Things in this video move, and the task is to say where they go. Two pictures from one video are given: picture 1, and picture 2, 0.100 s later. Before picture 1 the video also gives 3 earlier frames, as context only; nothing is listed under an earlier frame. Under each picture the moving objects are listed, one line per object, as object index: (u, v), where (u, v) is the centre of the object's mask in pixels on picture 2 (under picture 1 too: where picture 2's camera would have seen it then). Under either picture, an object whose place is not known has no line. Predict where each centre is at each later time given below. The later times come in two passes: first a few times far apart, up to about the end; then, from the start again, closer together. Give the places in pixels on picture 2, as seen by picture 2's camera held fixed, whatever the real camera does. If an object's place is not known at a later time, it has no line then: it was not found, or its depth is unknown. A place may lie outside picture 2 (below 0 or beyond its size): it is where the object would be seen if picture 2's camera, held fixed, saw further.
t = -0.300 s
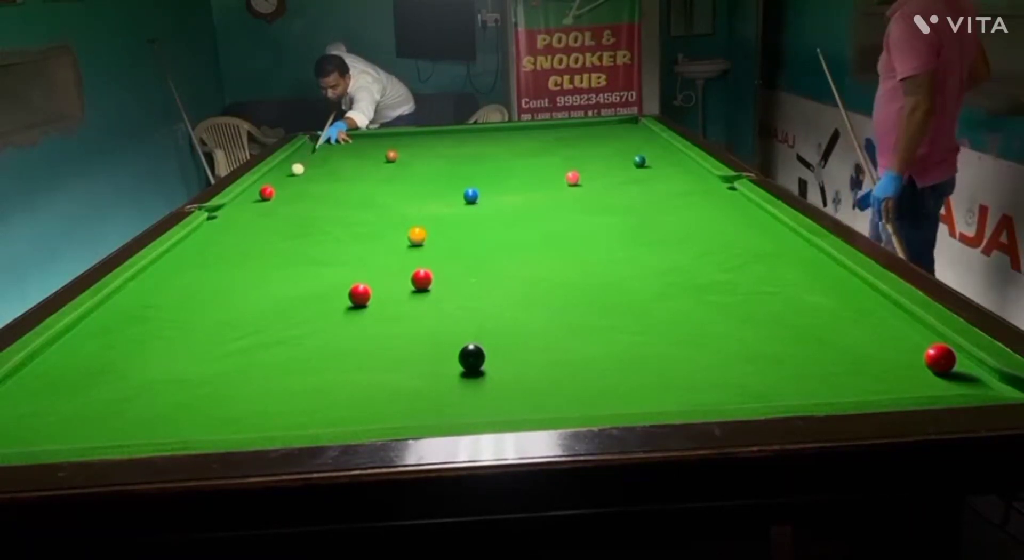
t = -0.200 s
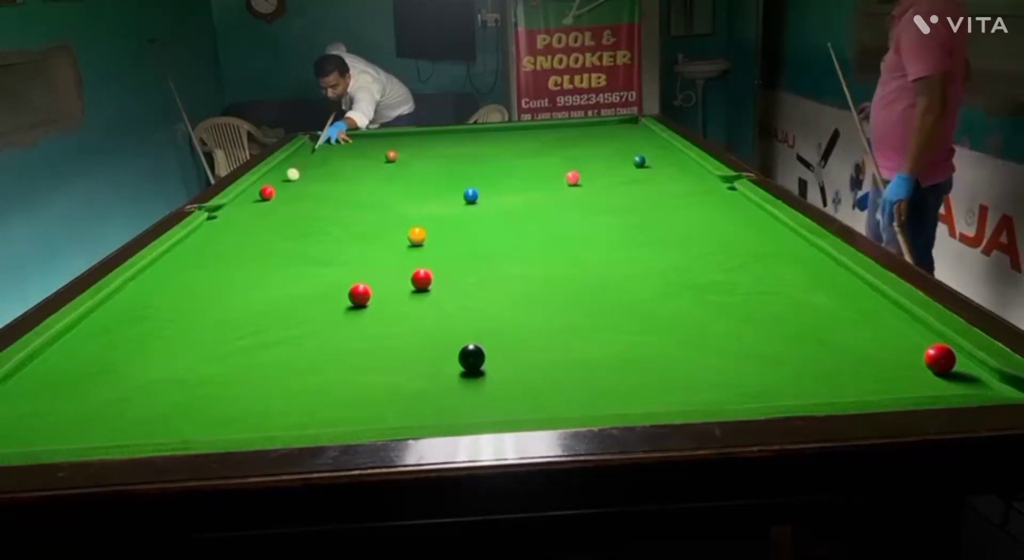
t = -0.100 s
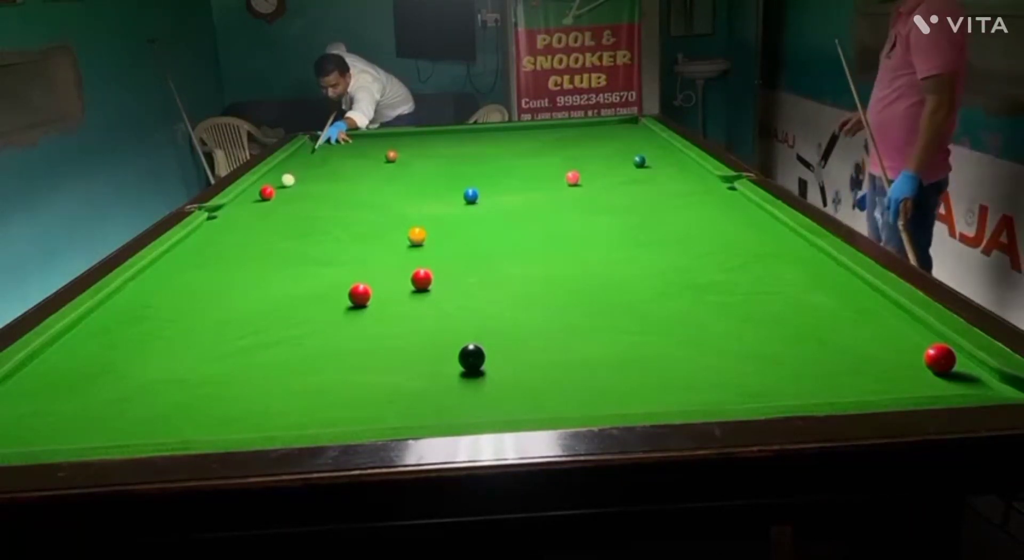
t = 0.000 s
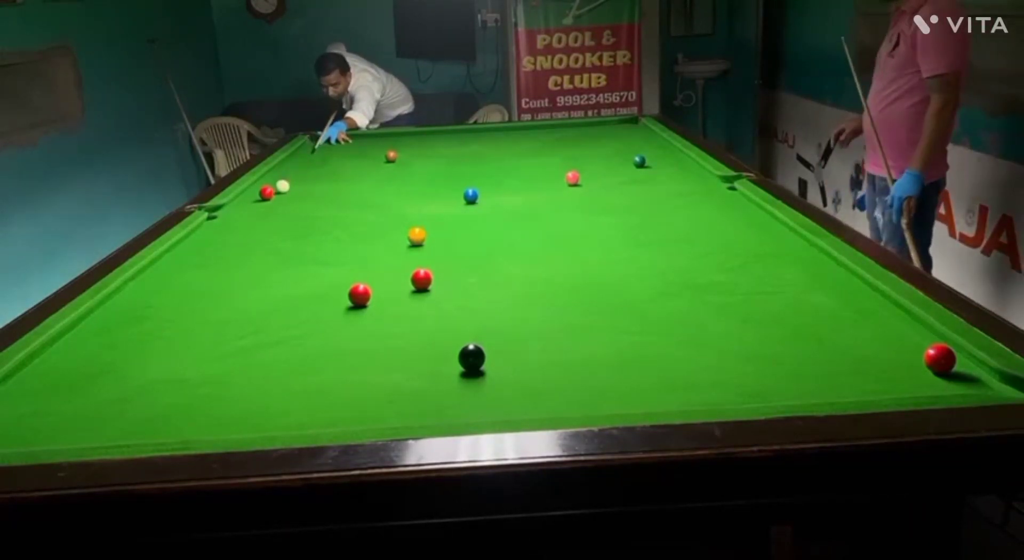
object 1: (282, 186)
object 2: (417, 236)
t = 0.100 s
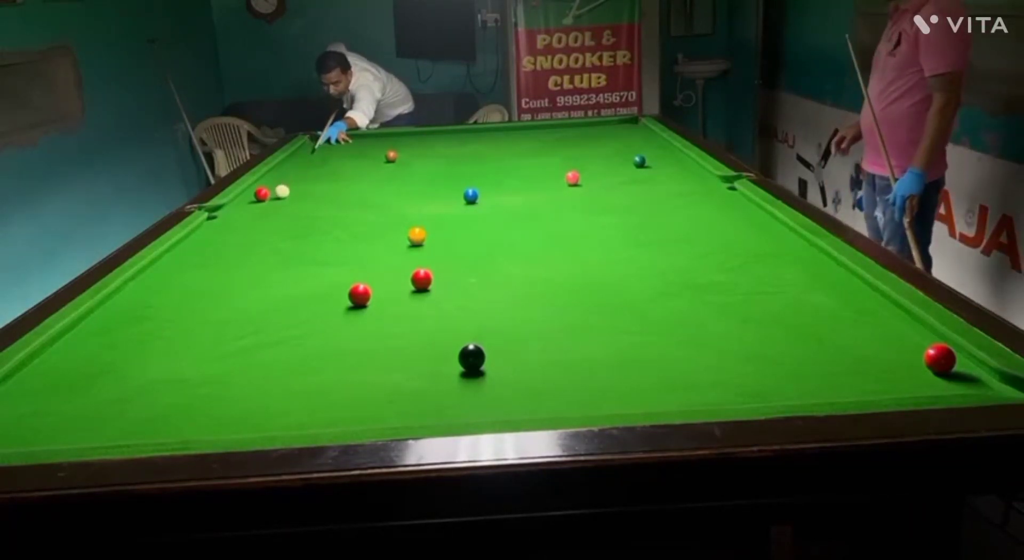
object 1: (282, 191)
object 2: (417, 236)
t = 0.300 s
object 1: (302, 198)
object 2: (417, 236)
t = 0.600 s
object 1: (330, 209)
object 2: (417, 236)
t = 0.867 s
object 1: (356, 219)
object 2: (417, 236)
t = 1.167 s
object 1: (387, 231)
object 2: (417, 236)
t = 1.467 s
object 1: (397, 241)
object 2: (437, 237)
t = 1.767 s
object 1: (392, 250)
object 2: (467, 240)
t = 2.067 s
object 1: (389, 259)
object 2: (493, 242)
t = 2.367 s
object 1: (386, 266)
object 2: (515, 243)
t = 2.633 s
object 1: (385, 271)
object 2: (532, 245)
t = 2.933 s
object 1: (384, 276)
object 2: (547, 246)
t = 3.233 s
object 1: (383, 280)
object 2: (558, 247)
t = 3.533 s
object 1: (381, 282)
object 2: (565, 248)
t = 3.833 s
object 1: (381, 282)
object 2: (567, 247)
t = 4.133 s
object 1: (381, 282)
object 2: (567, 247)
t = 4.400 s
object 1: (381, 282)
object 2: (567, 247)
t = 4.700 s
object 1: (381, 282)
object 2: (567, 247)
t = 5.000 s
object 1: (381, 282)
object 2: (567, 247)
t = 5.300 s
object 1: (381, 282)
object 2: (567, 247)
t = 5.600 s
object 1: (381, 282)
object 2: (567, 247)
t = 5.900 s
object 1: (381, 282)
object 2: (567, 247)
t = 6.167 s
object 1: (381, 282)
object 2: (567, 247)
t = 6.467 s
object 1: (381, 282)
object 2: (567, 247)
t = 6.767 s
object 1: (381, 282)
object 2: (567, 247)
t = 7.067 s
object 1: (381, 282)
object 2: (567, 247)
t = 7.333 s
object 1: (381, 282)
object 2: (567, 247)
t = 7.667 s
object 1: (381, 282)
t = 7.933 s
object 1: (381, 282)
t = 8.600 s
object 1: (380, 282)
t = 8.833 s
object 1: (380, 283)
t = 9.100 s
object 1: (380, 283)
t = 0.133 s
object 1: (287, 193)
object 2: (417, 236)
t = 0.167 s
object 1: (290, 194)
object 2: (417, 236)
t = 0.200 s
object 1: (293, 195)
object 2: (417, 236)
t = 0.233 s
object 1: (296, 196)
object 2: (417, 236)
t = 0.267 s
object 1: (299, 197)
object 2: (417, 236)
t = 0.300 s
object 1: (302, 198)
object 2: (417, 236)
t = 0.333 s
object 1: (305, 199)
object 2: (417, 236)
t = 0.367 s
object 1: (308, 201)
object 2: (417, 236)
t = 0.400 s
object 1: (311, 202)
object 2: (417, 236)
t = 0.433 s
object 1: (314, 203)
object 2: (417, 236)
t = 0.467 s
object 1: (317, 204)
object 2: (417, 236)
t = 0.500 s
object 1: (320, 205)
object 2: (417, 236)
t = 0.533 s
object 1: (324, 206)
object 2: (417, 236)
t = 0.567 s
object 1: (327, 208)
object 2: (417, 236)
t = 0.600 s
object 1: (330, 209)
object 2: (417, 236)
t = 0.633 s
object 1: (333, 210)
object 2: (417, 236)
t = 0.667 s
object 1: (336, 211)
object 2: (417, 236)
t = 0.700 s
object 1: (339, 213)
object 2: (417, 236)
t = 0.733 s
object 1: (343, 214)
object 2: (417, 236)
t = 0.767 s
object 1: (346, 215)
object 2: (417, 236)
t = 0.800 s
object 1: (349, 216)
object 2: (417, 236)
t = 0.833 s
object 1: (353, 218)
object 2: (417, 236)
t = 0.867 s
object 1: (356, 219)
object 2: (417, 236)
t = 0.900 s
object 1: (359, 220)
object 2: (417, 236)
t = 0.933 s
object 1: (363, 221)
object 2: (417, 236)
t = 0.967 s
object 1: (366, 223)
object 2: (417, 236)
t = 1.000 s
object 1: (370, 224)
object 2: (417, 236)
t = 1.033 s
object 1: (373, 225)
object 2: (417, 236)
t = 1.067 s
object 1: (376, 226)
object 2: (417, 236)
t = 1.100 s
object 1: (380, 228)
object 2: (417, 236)
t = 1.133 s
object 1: (384, 229)
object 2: (417, 236)
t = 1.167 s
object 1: (387, 231)
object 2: (417, 236)
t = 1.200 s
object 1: (391, 232)
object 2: (417, 236)
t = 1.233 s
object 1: (395, 233)
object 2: (417, 236)
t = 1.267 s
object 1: (398, 235)
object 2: (417, 236)
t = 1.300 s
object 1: (400, 236)
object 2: (419, 236)
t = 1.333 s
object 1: (399, 237)
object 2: (423, 236)
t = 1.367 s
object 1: (398, 237)
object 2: (427, 237)
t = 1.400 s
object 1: (398, 239)
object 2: (430, 237)
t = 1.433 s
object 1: (397, 240)
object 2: (434, 237)
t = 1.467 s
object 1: (397, 241)
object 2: (437, 237)
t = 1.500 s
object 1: (396, 242)
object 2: (441, 238)
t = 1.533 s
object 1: (396, 243)
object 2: (444, 238)
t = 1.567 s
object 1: (395, 244)
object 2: (447, 238)
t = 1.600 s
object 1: (395, 245)
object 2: (451, 239)
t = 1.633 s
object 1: (394, 246)
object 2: (454, 239)
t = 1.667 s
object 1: (394, 247)
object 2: (457, 239)
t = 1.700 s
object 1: (393, 248)
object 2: (460, 239)
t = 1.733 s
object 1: (393, 249)
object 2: (464, 240)
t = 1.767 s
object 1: (392, 250)
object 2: (467, 240)
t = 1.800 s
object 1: (392, 251)
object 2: (470, 240)
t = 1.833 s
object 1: (392, 252)
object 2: (473, 241)
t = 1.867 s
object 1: (391, 253)
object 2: (476, 241)
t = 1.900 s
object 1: (391, 254)
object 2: (479, 241)
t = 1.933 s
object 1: (390, 255)
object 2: (482, 241)
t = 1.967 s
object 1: (390, 256)
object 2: (484, 241)
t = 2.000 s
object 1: (390, 257)
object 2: (487, 241)
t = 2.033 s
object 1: (389, 257)
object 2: (490, 242)
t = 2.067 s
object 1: (389, 259)
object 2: (493, 242)
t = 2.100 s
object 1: (388, 259)
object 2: (494, 242)
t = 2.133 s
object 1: (388, 260)
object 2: (497, 242)
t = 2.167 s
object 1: (388, 261)
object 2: (500, 242)
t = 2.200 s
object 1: (388, 262)
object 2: (502, 242)
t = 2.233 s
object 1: (387, 263)
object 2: (505, 242)
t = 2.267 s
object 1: (387, 264)
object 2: (507, 243)
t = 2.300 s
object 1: (387, 264)
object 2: (510, 243)
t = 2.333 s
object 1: (387, 265)
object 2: (512, 243)
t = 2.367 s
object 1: (386, 266)
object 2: (515, 243)
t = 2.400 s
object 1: (386, 267)
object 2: (517, 243)
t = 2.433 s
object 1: (386, 267)
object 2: (519, 244)
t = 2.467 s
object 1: (386, 268)
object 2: (521, 244)
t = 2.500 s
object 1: (386, 269)
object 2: (524, 244)
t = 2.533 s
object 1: (386, 269)
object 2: (526, 244)
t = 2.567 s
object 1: (386, 270)
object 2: (528, 244)
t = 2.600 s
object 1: (385, 270)
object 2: (530, 244)
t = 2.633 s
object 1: (385, 271)
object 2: (532, 245)
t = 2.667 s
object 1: (385, 272)
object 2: (534, 245)
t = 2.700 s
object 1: (385, 272)
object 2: (536, 245)
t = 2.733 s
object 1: (385, 273)
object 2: (537, 245)
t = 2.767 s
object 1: (385, 274)
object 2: (539, 245)
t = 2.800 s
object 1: (385, 274)
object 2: (541, 245)
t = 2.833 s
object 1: (385, 275)
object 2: (543, 246)
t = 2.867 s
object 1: (384, 275)
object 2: (544, 246)
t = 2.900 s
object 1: (384, 276)
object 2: (546, 246)
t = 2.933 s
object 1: (384, 276)
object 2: (547, 246)
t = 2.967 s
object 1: (384, 277)
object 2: (549, 246)
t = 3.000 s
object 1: (384, 277)
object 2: (550, 246)
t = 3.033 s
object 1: (384, 278)
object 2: (551, 246)
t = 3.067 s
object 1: (384, 278)
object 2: (553, 246)
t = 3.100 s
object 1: (383, 279)
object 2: (554, 247)
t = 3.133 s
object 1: (383, 279)
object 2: (555, 247)
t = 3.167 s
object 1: (383, 279)
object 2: (556, 247)
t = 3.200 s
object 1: (383, 280)
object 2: (557, 247)
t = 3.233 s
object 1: (383, 280)
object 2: (558, 247)
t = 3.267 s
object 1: (383, 280)
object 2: (559, 247)
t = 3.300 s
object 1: (382, 280)
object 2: (560, 247)
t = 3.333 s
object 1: (382, 281)
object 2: (561, 247)
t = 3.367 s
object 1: (382, 281)
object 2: (562, 247)
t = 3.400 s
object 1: (382, 281)
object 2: (563, 247)
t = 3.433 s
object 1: (382, 281)
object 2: (563, 247)
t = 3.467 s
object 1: (382, 281)
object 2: (564, 248)
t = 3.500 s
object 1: (382, 282)
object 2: (565, 248)
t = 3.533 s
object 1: (381, 282)
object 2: (565, 248)
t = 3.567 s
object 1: (381, 282)
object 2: (566, 248)
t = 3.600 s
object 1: (381, 282)
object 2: (566, 247)
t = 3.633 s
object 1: (381, 282)
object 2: (567, 247)
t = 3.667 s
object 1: (381, 282)
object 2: (567, 247)
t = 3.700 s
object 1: (381, 282)
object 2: (567, 248)
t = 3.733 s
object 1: (381, 282)
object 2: (567, 247)
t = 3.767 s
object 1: (381, 282)
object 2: (567, 247)
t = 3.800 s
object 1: (381, 282)
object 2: (567, 247)
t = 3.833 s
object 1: (381, 282)
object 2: (567, 247)
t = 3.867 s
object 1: (381, 282)
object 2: (567, 247)
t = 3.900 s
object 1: (381, 282)
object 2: (567, 247)
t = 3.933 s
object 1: (381, 282)
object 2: (567, 247)
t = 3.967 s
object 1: (381, 282)
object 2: (567, 247)
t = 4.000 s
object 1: (381, 282)
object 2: (567, 247)
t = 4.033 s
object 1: (381, 282)
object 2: (567, 247)
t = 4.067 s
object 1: (381, 282)
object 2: (567, 247)
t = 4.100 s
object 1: (381, 282)
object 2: (567, 247)
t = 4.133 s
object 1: (381, 282)
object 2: (567, 247)
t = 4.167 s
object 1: (381, 282)
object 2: (567, 247)
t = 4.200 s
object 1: (381, 282)
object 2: (567, 247)
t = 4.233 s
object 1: (381, 282)
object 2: (567, 247)
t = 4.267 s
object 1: (381, 282)
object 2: (567, 247)
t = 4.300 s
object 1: (381, 282)
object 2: (567, 247)
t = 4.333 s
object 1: (381, 282)
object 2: (567, 247)
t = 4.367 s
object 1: (381, 282)
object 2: (567, 247)
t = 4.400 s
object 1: (381, 282)
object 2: (567, 247)
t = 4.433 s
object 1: (381, 282)
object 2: (567, 247)
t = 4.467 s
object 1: (381, 282)
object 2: (567, 247)
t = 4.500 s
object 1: (381, 282)
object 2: (567, 247)
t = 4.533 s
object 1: (381, 282)
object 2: (567, 247)
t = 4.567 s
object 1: (381, 282)
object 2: (567, 247)
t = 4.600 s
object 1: (381, 282)
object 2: (567, 247)
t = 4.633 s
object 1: (381, 282)
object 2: (567, 247)
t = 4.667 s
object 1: (381, 282)
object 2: (567, 247)
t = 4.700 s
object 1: (381, 282)
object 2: (567, 247)
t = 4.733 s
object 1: (381, 282)
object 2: (567, 247)
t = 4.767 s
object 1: (381, 282)
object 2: (567, 247)
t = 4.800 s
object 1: (381, 282)
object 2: (567, 247)
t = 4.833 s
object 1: (381, 282)
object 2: (567, 247)
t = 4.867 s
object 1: (381, 282)
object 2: (567, 247)
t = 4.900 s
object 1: (381, 282)
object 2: (567, 247)
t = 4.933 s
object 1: (381, 282)
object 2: (567, 247)
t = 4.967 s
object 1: (381, 282)
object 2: (567, 247)
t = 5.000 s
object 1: (381, 282)
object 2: (567, 247)
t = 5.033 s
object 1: (381, 282)
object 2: (567, 247)
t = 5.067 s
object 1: (381, 282)
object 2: (567, 247)
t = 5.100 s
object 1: (381, 282)
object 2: (567, 247)
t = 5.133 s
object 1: (381, 282)
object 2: (567, 247)
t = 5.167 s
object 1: (381, 282)
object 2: (567, 247)
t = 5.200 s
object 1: (381, 282)
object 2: (567, 247)
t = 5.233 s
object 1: (381, 282)
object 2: (567, 247)
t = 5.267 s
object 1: (381, 282)
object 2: (567, 247)
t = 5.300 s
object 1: (381, 282)
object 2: (567, 247)
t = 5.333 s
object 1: (381, 282)
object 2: (567, 247)
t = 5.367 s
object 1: (381, 282)
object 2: (567, 247)
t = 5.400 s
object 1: (381, 282)
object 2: (567, 247)
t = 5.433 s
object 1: (381, 282)
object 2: (567, 247)
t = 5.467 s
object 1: (381, 282)
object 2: (567, 247)
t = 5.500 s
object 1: (381, 282)
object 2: (567, 247)
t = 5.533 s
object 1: (381, 282)
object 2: (567, 247)
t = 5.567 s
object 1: (381, 282)
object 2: (567, 247)
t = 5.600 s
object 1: (381, 282)
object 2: (567, 247)
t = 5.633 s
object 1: (381, 282)
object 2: (567, 247)
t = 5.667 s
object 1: (381, 282)
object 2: (567, 247)
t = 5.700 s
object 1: (381, 282)
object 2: (567, 247)
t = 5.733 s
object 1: (381, 282)
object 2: (567, 247)
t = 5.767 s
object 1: (381, 282)
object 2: (567, 247)
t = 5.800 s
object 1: (381, 282)
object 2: (567, 247)
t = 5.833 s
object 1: (381, 282)
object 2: (567, 247)
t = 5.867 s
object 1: (381, 282)
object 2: (567, 247)
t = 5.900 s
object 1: (381, 282)
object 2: (567, 247)
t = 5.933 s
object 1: (381, 282)
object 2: (567, 247)
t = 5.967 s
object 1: (381, 282)
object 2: (567, 247)
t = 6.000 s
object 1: (381, 282)
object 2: (567, 247)
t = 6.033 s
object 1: (381, 282)
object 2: (567, 247)
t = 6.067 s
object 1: (381, 282)
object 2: (567, 247)
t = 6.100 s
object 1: (381, 282)
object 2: (567, 247)
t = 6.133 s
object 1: (381, 282)
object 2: (567, 247)
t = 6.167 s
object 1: (381, 282)
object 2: (567, 247)
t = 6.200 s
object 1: (381, 282)
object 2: (567, 247)
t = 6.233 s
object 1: (381, 282)
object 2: (567, 247)
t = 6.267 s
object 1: (381, 282)
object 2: (567, 247)
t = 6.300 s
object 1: (381, 282)
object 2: (567, 247)
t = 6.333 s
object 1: (381, 282)
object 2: (567, 247)
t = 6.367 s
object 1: (381, 282)
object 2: (567, 247)
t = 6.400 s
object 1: (381, 282)
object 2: (567, 247)
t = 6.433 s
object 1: (381, 282)
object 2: (567, 247)
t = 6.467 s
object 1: (381, 282)
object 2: (567, 247)
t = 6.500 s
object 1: (381, 282)
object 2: (567, 247)
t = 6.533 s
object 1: (381, 282)
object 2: (567, 247)
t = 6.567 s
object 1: (381, 282)
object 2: (567, 247)
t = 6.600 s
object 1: (381, 282)
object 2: (567, 247)
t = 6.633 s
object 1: (381, 282)
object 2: (567, 247)
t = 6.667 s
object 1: (381, 282)
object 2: (567, 247)
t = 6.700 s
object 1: (381, 282)
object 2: (567, 247)
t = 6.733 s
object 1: (381, 282)
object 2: (567, 247)
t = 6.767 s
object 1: (381, 282)
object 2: (567, 247)
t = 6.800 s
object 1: (381, 282)
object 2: (567, 247)
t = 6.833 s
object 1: (381, 282)
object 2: (567, 247)
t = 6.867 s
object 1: (381, 282)
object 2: (567, 247)
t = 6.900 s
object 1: (381, 282)
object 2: (567, 247)
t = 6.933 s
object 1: (381, 282)
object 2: (567, 247)
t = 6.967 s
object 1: (381, 282)
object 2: (567, 247)
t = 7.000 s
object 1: (381, 282)
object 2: (567, 247)
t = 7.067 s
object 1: (381, 282)
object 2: (567, 247)
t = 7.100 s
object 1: (381, 282)
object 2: (567, 247)
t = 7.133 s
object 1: (381, 282)
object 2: (567, 247)
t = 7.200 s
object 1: (381, 282)
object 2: (567, 247)
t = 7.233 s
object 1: (381, 282)
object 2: (567, 247)
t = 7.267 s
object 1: (381, 282)
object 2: (567, 247)
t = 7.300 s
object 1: (381, 282)
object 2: (567, 247)
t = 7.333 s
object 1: (381, 282)
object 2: (567, 247)
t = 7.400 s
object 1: (381, 282)
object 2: (567, 247)
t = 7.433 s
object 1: (381, 282)
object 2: (567, 247)
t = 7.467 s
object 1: (381, 282)
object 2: (567, 247)
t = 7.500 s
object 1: (381, 282)
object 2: (567, 247)
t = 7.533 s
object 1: (381, 282)
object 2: (567, 247)
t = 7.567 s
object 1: (381, 282)
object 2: (567, 247)
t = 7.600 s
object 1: (381, 282)
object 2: (567, 247)
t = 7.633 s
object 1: (381, 282)
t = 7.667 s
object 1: (381, 282)
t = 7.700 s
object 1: (381, 282)
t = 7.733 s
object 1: (381, 282)
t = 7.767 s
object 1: (381, 282)
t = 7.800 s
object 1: (381, 282)
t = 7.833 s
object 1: (381, 282)
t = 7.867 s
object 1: (381, 282)
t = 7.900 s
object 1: (381, 282)
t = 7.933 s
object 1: (381, 282)
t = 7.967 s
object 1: (381, 282)
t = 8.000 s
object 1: (381, 282)
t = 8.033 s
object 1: (381, 282)
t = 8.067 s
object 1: (381, 282)
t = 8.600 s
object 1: (380, 282)
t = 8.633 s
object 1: (380, 283)
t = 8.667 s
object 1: (380, 283)
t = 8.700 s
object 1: (380, 283)
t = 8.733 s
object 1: (380, 283)
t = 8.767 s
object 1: (380, 283)
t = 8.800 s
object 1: (380, 283)
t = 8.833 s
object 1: (380, 283)
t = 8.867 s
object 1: (380, 283)
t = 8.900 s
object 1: (380, 283)
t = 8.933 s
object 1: (380, 283)
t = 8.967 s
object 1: (380, 283)
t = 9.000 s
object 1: (380, 283)
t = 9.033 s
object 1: (380, 283)
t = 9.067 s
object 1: (380, 283)
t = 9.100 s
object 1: (380, 283)
